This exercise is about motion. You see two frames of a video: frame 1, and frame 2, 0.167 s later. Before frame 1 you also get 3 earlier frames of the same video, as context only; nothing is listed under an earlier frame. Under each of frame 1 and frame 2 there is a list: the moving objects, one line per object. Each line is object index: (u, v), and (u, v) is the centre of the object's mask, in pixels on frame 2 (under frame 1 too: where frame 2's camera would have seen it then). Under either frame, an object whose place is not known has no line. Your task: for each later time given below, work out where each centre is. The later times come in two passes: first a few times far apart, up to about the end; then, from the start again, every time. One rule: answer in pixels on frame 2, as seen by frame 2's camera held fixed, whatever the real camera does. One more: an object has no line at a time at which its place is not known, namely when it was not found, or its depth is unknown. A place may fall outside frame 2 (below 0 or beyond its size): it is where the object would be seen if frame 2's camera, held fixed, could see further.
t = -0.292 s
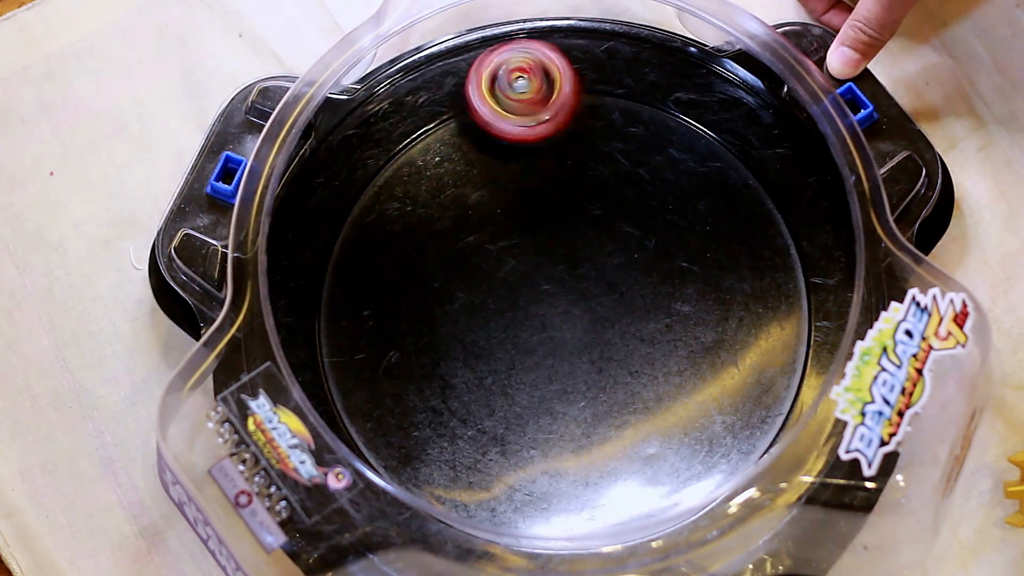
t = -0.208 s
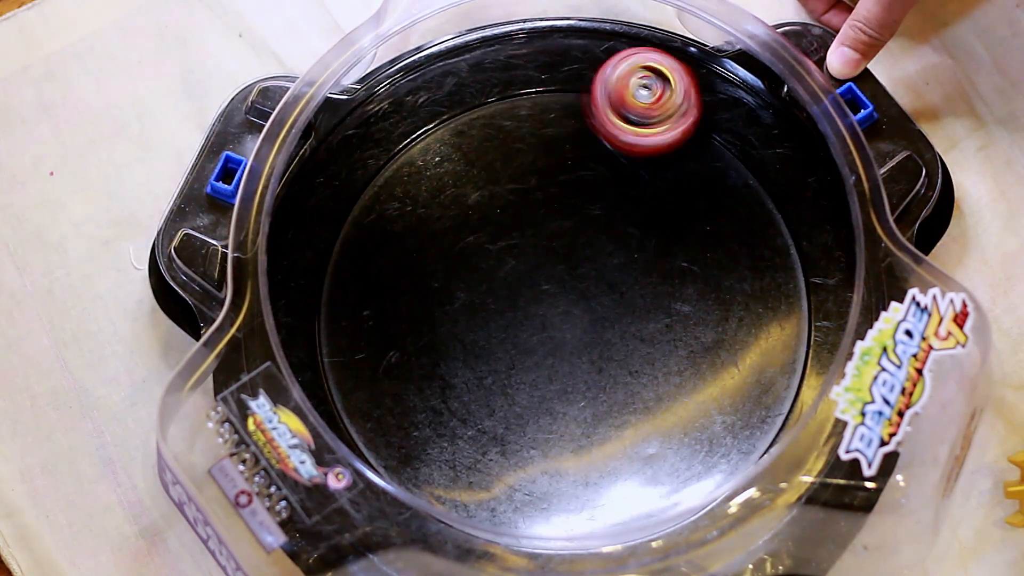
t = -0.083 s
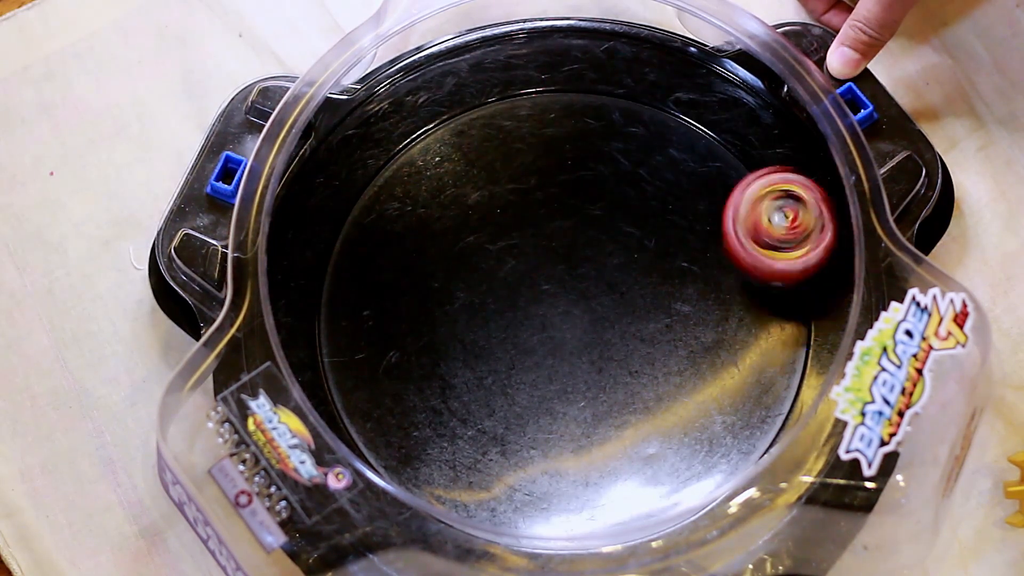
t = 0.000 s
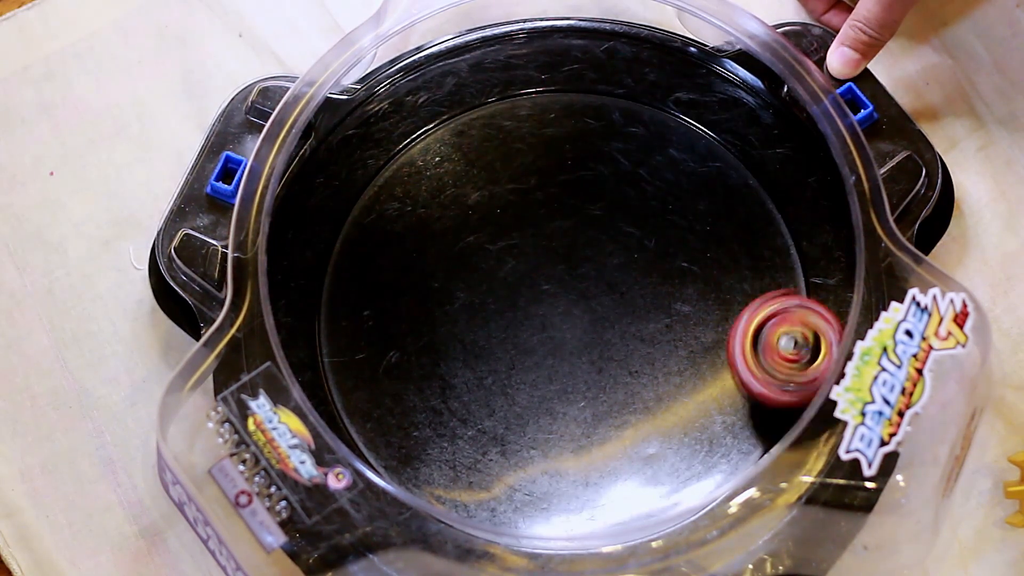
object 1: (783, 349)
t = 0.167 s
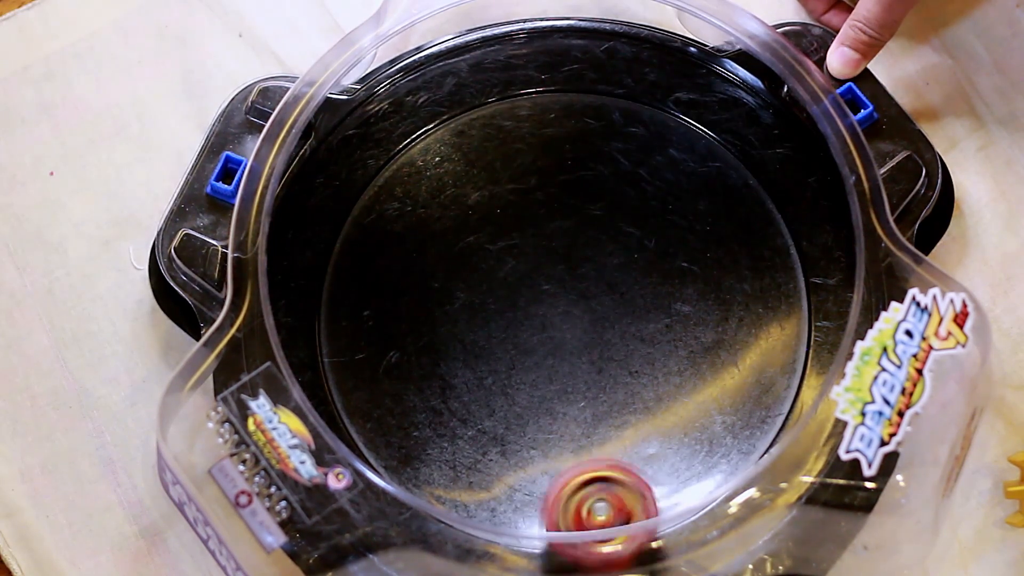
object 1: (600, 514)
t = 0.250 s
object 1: (469, 499)
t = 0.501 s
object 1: (361, 208)
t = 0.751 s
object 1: (669, 112)
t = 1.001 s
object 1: (746, 429)
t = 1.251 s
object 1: (404, 444)
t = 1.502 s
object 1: (409, 145)
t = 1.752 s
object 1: (739, 164)
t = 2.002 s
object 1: (680, 486)
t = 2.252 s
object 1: (356, 388)
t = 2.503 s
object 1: (470, 106)
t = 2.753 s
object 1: (778, 225)
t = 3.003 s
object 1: (608, 509)
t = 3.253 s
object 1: (336, 331)
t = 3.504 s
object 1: (527, 91)
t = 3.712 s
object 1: (776, 220)
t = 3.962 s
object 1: (620, 509)
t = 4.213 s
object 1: (338, 340)
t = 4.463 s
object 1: (517, 93)
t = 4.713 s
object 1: (791, 269)
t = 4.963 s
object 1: (566, 515)
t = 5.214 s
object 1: (335, 300)
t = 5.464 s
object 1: (557, 88)
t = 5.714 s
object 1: (791, 310)
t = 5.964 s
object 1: (524, 515)
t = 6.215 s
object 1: (338, 262)
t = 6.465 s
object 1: (598, 91)
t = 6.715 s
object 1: (784, 348)
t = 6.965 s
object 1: (489, 503)
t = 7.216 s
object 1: (348, 235)
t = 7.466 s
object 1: (624, 96)
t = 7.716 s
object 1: (776, 368)
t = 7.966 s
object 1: (469, 499)
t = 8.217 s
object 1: (354, 220)
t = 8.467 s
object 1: (638, 100)
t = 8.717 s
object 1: (775, 382)
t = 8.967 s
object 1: (461, 493)
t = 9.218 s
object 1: (355, 214)
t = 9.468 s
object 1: (644, 102)
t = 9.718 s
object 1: (772, 385)
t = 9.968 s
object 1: (459, 496)
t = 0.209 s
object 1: (532, 516)
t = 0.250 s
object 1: (469, 499)
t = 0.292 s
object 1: (415, 467)
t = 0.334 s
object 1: (375, 422)
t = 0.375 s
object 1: (348, 370)
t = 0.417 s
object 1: (333, 316)
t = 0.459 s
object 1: (340, 260)
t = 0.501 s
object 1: (361, 208)
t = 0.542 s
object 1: (393, 160)
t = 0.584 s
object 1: (437, 125)
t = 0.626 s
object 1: (490, 99)
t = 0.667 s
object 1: (550, 89)
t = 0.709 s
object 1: (611, 92)
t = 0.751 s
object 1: (669, 112)
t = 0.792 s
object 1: (720, 146)
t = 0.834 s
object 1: (762, 194)
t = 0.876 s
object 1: (787, 252)
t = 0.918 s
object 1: (791, 314)
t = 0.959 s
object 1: (773, 372)
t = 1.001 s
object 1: (746, 429)
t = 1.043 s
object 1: (698, 477)
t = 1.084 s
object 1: (638, 504)
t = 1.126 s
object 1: (572, 516)
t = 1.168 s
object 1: (507, 507)
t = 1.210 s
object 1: (447, 486)
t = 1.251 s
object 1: (404, 444)
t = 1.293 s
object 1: (365, 401)
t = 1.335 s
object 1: (340, 350)
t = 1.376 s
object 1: (335, 293)
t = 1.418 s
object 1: (346, 238)
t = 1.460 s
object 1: (371, 187)
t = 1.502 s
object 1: (409, 145)
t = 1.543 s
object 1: (458, 114)
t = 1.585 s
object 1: (515, 93)
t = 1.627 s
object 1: (574, 89)
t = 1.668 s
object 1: (635, 98)
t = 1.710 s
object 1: (691, 124)
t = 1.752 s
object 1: (739, 164)
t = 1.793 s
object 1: (773, 215)
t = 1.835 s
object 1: (790, 274)
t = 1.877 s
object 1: (788, 336)
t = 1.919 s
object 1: (768, 395)
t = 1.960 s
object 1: (726, 438)
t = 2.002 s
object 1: (680, 486)
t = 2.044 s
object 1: (616, 507)
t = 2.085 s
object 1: (551, 515)
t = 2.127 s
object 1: (488, 506)
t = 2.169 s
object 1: (439, 466)
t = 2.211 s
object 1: (391, 432)
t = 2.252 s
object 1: (356, 388)
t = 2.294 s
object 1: (338, 335)
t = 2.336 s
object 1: (336, 278)
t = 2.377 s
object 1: (351, 224)
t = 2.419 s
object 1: (381, 177)
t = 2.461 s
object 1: (422, 135)
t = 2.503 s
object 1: (470, 106)
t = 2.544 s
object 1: (527, 92)
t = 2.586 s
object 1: (588, 89)
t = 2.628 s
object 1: (646, 103)
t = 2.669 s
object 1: (701, 130)
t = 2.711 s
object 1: (746, 172)
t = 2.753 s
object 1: (778, 225)
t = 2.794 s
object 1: (791, 284)
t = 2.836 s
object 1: (785, 345)
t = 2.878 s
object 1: (763, 403)
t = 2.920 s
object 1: (718, 445)
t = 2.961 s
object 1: (673, 489)
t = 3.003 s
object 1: (608, 509)
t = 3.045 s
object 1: (543, 514)
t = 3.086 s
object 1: (482, 501)
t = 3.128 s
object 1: (426, 475)
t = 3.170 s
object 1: (388, 429)
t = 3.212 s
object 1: (354, 384)
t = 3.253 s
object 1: (336, 331)
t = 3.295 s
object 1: (337, 274)
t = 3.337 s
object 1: (353, 221)
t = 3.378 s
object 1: (381, 174)
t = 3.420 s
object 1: (422, 135)
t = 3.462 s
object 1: (470, 107)
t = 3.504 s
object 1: (527, 91)
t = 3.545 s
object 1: (586, 89)
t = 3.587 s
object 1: (644, 103)
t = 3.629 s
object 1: (698, 129)
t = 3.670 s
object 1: (743, 169)
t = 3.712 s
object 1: (776, 220)
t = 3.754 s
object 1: (792, 278)
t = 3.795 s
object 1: (786, 338)
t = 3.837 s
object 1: (768, 397)
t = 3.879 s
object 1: (725, 439)
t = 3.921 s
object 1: (681, 488)
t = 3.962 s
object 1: (620, 509)
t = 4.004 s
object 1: (553, 513)
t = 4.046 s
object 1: (491, 505)
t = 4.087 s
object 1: (435, 480)
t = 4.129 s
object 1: (395, 435)
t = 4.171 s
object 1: (358, 391)
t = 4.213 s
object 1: (338, 340)
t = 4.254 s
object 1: (336, 284)
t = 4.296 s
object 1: (348, 230)
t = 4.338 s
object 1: (375, 183)
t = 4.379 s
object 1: (414, 142)
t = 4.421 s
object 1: (462, 111)
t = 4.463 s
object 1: (517, 93)
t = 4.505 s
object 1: (577, 88)
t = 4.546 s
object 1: (635, 99)
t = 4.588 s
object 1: (690, 124)
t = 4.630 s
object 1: (737, 162)
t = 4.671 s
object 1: (771, 212)
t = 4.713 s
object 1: (791, 269)
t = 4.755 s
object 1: (788, 328)
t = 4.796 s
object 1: (771, 387)
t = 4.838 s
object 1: (739, 437)
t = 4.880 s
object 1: (690, 480)
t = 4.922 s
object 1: (632, 504)
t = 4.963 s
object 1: (566, 515)
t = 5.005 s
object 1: (504, 508)
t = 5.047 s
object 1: (447, 489)
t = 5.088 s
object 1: (401, 452)
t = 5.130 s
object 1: (364, 407)
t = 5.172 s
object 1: (341, 356)
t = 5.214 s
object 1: (335, 300)
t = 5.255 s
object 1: (345, 246)
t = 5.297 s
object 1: (367, 196)
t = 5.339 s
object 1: (402, 152)
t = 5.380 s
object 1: (447, 119)
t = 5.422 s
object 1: (499, 96)
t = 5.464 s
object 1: (557, 88)
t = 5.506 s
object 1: (616, 95)
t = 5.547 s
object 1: (673, 114)
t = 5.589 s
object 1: (723, 148)
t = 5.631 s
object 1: (761, 196)
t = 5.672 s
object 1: (786, 250)
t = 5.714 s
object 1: (791, 310)
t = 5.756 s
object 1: (777, 368)
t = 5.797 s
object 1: (752, 424)
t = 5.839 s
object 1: (701, 458)
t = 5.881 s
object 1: (652, 496)
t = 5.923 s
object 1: (589, 516)
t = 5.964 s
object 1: (524, 515)
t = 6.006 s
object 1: (465, 495)
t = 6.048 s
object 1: (419, 456)
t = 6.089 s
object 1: (377, 419)
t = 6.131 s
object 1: (349, 371)
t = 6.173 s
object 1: (336, 317)
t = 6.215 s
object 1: (338, 262)
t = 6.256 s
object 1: (358, 210)
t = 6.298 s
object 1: (389, 164)
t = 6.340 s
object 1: (431, 128)
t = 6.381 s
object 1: (481, 102)
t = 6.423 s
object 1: (539, 90)
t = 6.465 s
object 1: (598, 91)
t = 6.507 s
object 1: (656, 104)
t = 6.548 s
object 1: (707, 135)
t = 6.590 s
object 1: (749, 178)
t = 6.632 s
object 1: (779, 230)
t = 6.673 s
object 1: (793, 288)
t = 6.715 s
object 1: (784, 348)
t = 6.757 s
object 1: (762, 403)
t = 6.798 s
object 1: (719, 444)
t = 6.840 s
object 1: (675, 491)
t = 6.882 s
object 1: (613, 510)
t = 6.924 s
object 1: (549, 514)
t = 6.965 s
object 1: (489, 503)
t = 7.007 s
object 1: (433, 480)
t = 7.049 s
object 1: (394, 435)
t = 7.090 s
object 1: (360, 392)
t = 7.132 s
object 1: (339, 342)
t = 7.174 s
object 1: (337, 288)
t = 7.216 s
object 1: (348, 235)
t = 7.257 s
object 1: (373, 187)
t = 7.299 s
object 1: (408, 146)
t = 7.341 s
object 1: (455, 115)
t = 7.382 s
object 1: (509, 95)
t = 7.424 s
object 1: (566, 87)
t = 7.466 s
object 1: (624, 96)
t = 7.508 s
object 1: (679, 117)
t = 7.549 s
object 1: (726, 152)
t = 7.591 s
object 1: (765, 198)
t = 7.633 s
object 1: (787, 253)
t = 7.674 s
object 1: (791, 312)
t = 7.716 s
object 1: (776, 368)
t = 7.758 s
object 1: (745, 418)
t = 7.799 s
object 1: (702, 457)
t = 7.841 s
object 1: (654, 494)
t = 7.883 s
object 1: (592, 513)
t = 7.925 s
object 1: (529, 514)
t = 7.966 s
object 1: (469, 499)
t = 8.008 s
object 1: (424, 459)
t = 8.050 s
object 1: (383, 423)
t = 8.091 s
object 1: (350, 379)
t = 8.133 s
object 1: (335, 326)
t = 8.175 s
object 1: (337, 271)
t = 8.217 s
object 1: (354, 220)
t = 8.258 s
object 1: (383, 175)
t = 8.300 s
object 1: (421, 137)
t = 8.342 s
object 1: (468, 108)
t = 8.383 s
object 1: (523, 92)
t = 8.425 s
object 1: (581, 90)
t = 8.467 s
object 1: (638, 100)
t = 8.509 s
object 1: (691, 124)
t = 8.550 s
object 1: (736, 162)
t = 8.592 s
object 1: (770, 210)
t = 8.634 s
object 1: (790, 267)
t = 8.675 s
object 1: (790, 325)
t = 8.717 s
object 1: (775, 382)
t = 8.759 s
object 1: (743, 432)
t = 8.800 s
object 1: (699, 477)
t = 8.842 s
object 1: (643, 502)
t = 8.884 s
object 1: (580, 516)
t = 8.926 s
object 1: (519, 511)
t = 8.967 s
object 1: (461, 493)
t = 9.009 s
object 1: (419, 454)
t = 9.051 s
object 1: (374, 420)
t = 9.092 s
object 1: (347, 372)
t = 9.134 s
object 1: (335, 319)
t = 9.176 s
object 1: (338, 265)
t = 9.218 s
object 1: (355, 214)
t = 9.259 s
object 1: (385, 168)
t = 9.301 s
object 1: (426, 133)
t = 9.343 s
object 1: (474, 107)
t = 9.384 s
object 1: (529, 92)
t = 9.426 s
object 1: (587, 90)
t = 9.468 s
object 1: (644, 102)
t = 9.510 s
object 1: (696, 127)
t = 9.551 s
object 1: (740, 166)
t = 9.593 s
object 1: (773, 214)
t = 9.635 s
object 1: (791, 271)
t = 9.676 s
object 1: (788, 329)
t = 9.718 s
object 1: (772, 385)
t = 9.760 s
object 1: (743, 436)
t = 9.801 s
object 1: (696, 478)
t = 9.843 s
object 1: (640, 503)
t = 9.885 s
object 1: (578, 514)
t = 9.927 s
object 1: (516, 512)
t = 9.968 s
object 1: (459, 496)
